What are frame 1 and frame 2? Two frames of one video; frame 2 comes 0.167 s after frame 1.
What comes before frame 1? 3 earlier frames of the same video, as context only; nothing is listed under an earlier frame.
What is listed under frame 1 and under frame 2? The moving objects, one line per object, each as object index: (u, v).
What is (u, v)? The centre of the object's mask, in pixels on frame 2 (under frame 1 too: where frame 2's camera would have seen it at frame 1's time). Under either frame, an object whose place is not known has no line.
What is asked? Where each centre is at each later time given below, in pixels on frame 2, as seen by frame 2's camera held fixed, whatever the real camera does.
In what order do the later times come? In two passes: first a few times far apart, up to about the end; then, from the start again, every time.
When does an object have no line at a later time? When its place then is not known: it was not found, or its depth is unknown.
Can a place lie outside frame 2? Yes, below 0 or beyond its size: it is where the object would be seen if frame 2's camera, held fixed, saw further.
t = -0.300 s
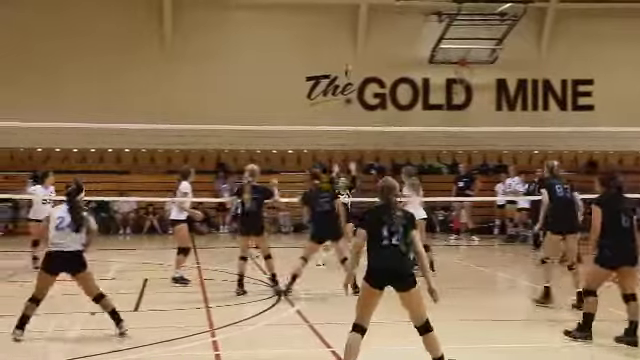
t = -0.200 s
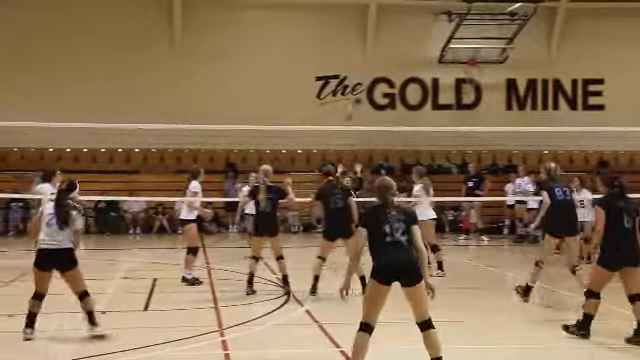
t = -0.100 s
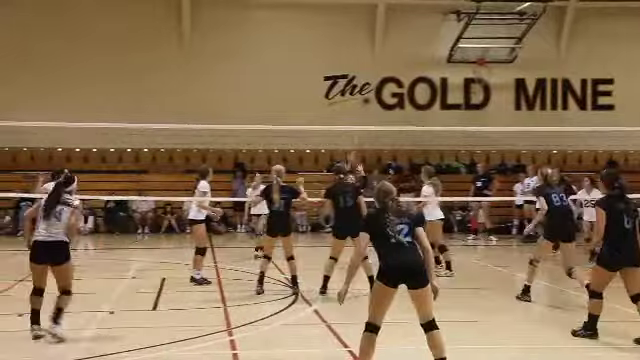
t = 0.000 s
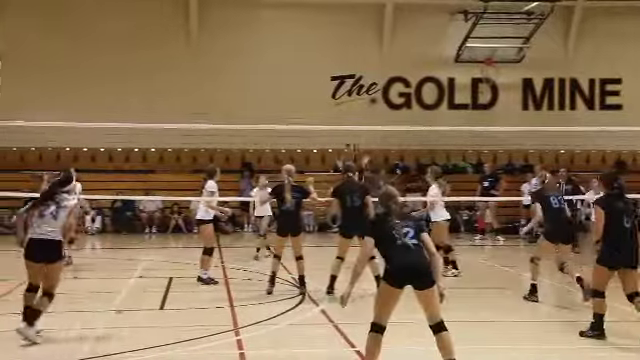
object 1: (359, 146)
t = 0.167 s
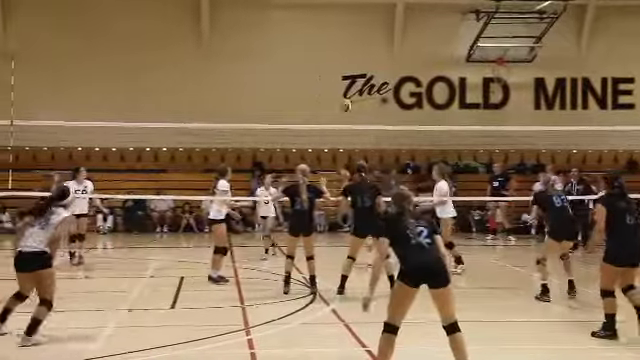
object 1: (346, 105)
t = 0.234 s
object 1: (341, 94)
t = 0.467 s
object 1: (315, 72)
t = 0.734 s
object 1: (287, 89)
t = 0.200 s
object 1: (344, 100)
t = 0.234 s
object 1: (341, 94)
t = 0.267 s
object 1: (336, 89)
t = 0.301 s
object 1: (332, 85)
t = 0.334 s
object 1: (329, 81)
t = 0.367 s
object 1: (327, 77)
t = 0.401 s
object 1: (323, 75)
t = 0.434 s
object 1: (318, 73)
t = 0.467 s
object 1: (315, 72)
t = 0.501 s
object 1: (312, 71)
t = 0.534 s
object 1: (309, 72)
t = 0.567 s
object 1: (307, 73)
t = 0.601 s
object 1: (303, 74)
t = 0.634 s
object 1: (298, 78)
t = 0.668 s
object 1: (295, 81)
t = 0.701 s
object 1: (292, 85)
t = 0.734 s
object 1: (287, 89)
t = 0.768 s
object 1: (284, 95)
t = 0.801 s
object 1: (280, 102)
